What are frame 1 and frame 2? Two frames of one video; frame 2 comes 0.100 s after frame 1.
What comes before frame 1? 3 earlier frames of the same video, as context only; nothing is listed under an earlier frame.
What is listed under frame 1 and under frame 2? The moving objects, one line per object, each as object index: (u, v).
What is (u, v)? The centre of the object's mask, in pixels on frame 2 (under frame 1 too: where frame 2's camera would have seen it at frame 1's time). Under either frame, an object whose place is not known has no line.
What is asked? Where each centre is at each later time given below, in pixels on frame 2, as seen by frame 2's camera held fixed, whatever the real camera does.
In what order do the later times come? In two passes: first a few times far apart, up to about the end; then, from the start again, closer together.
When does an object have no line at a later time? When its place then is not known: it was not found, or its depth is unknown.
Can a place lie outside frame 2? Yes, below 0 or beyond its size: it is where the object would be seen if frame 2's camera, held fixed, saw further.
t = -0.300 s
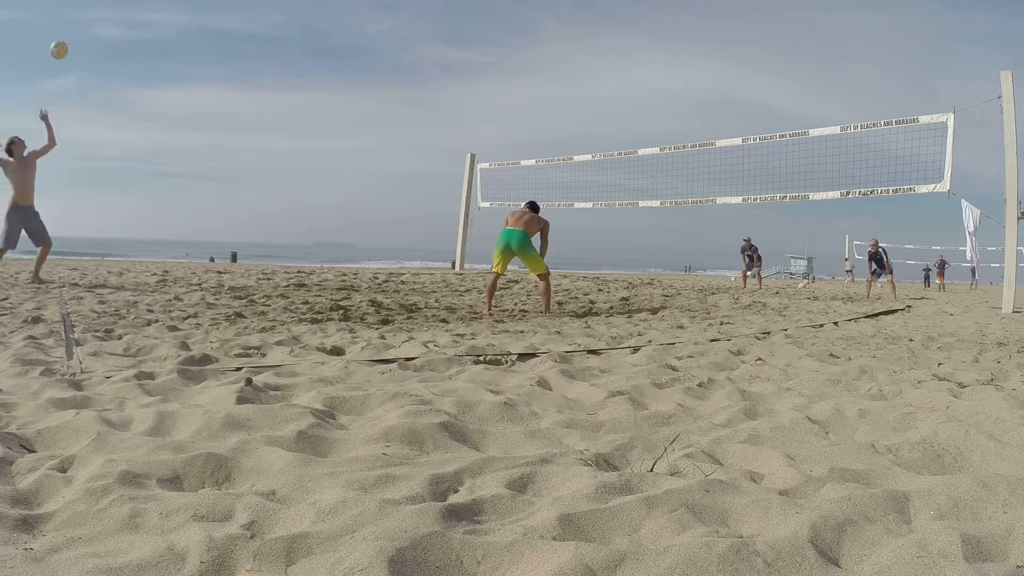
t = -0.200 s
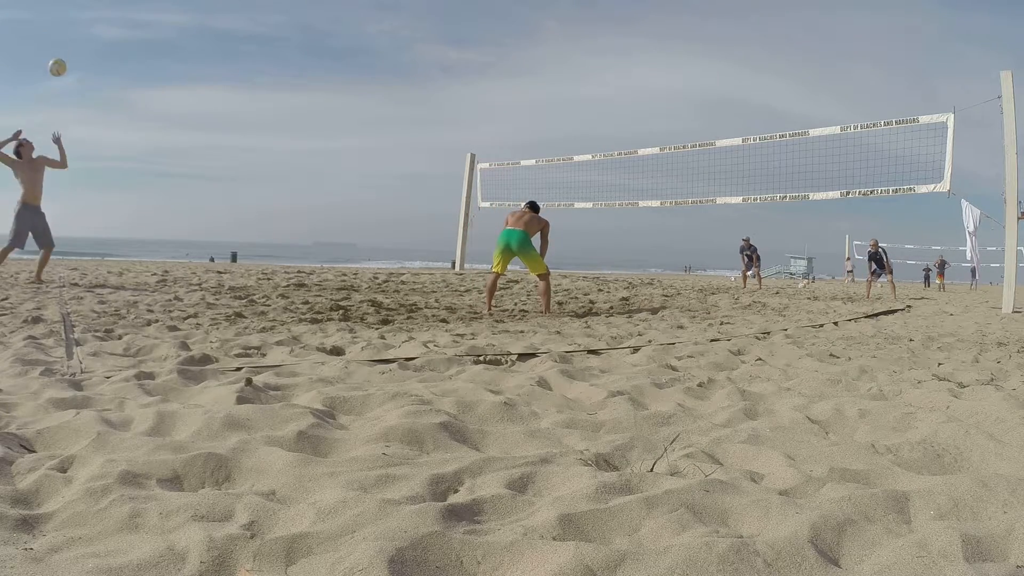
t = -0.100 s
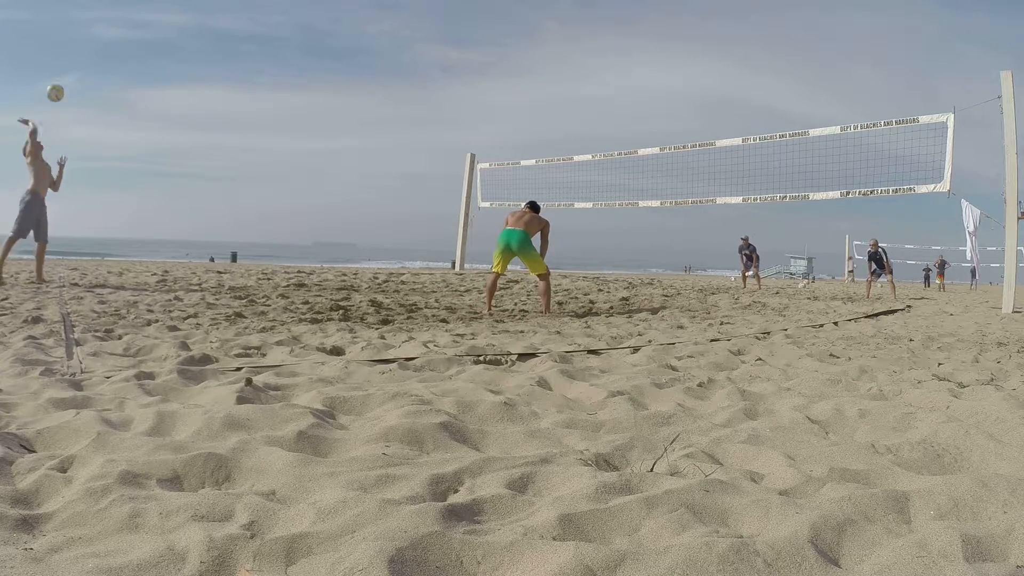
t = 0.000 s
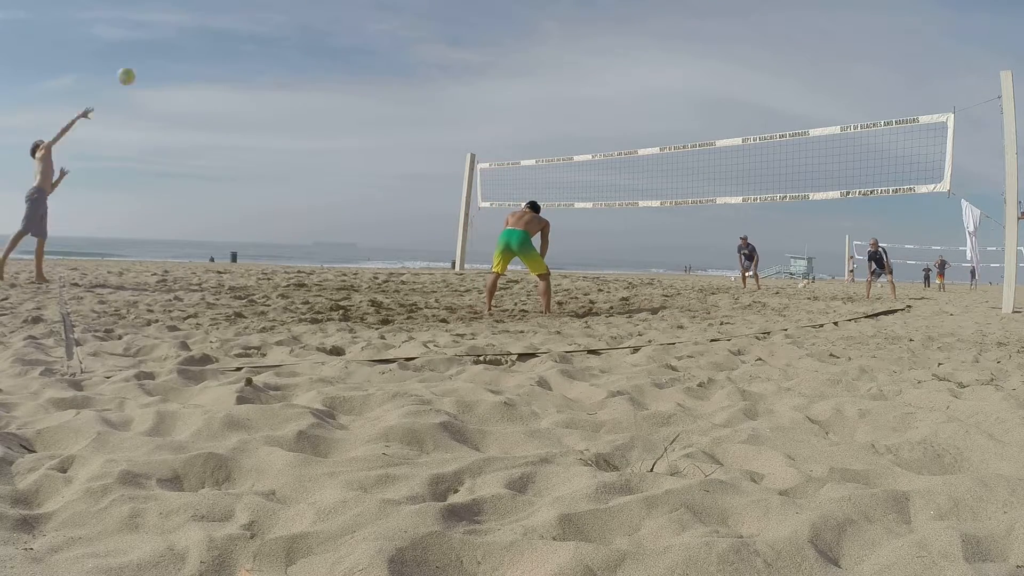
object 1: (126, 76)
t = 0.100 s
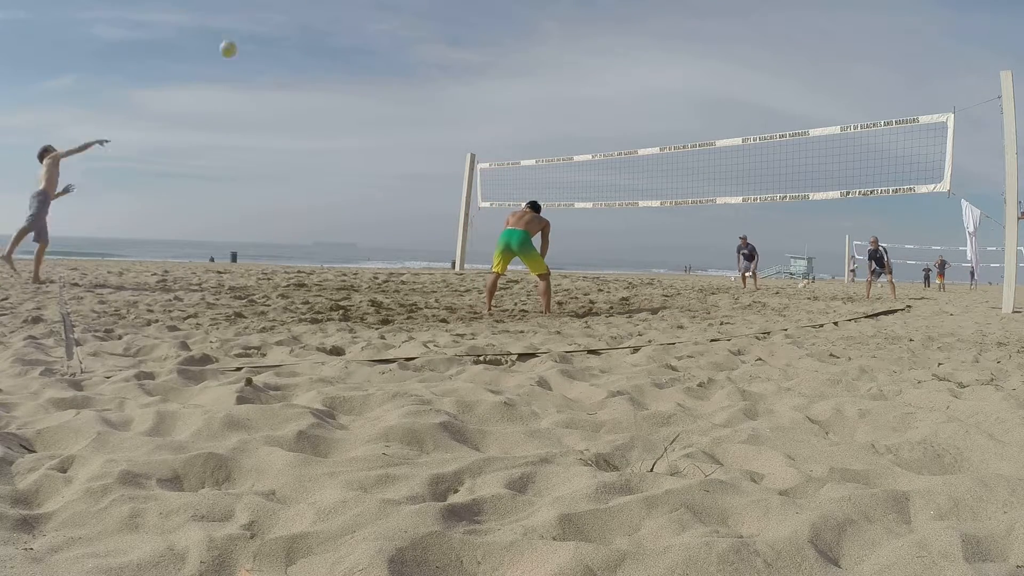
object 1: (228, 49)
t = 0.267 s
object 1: (374, 31)
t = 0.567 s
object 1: (566, 58)
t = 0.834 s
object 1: (675, 115)
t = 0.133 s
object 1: (260, 42)
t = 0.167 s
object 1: (290, 38)
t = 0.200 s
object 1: (320, 34)
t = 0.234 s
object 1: (348, 32)
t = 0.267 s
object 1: (374, 31)
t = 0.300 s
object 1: (401, 31)
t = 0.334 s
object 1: (425, 32)
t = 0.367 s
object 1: (448, 34)
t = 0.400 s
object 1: (470, 37)
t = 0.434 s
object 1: (491, 39)
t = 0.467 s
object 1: (511, 43)
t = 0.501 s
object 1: (530, 48)
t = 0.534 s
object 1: (548, 53)
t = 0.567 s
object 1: (566, 58)
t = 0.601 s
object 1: (582, 65)
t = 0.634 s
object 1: (597, 71)
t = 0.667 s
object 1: (612, 77)
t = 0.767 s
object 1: (652, 99)
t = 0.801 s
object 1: (664, 107)
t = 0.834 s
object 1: (675, 115)
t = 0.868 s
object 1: (686, 124)
